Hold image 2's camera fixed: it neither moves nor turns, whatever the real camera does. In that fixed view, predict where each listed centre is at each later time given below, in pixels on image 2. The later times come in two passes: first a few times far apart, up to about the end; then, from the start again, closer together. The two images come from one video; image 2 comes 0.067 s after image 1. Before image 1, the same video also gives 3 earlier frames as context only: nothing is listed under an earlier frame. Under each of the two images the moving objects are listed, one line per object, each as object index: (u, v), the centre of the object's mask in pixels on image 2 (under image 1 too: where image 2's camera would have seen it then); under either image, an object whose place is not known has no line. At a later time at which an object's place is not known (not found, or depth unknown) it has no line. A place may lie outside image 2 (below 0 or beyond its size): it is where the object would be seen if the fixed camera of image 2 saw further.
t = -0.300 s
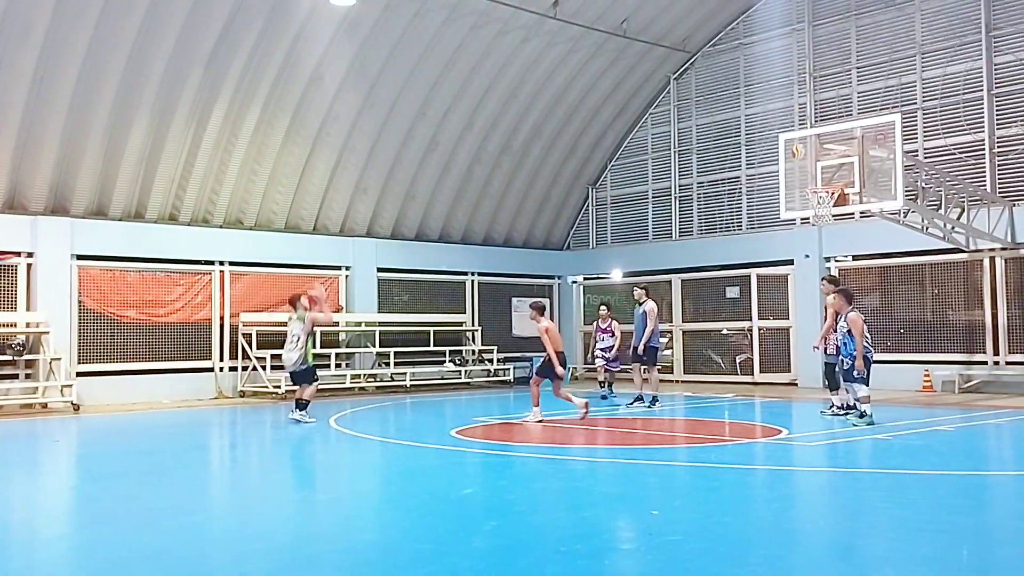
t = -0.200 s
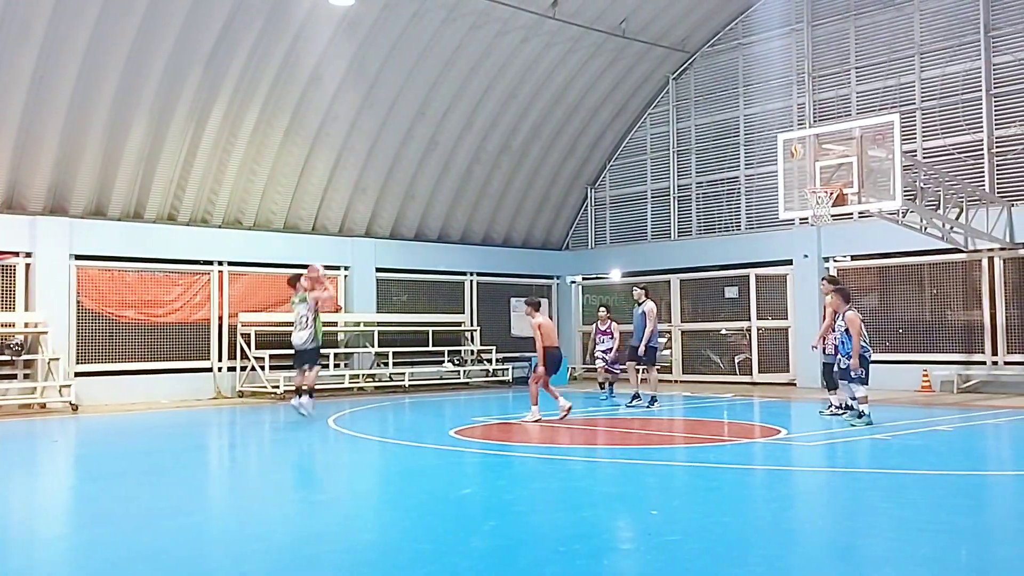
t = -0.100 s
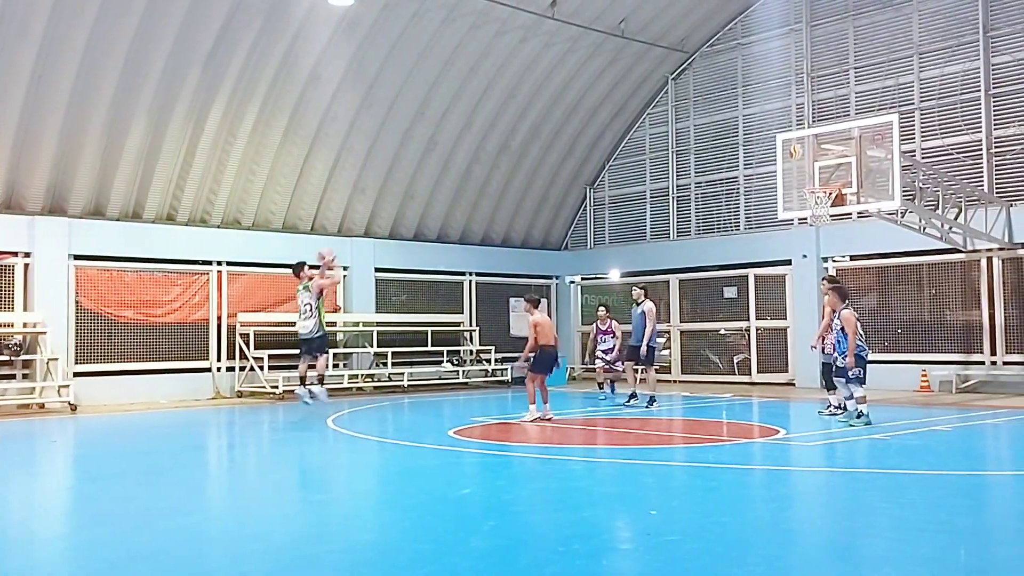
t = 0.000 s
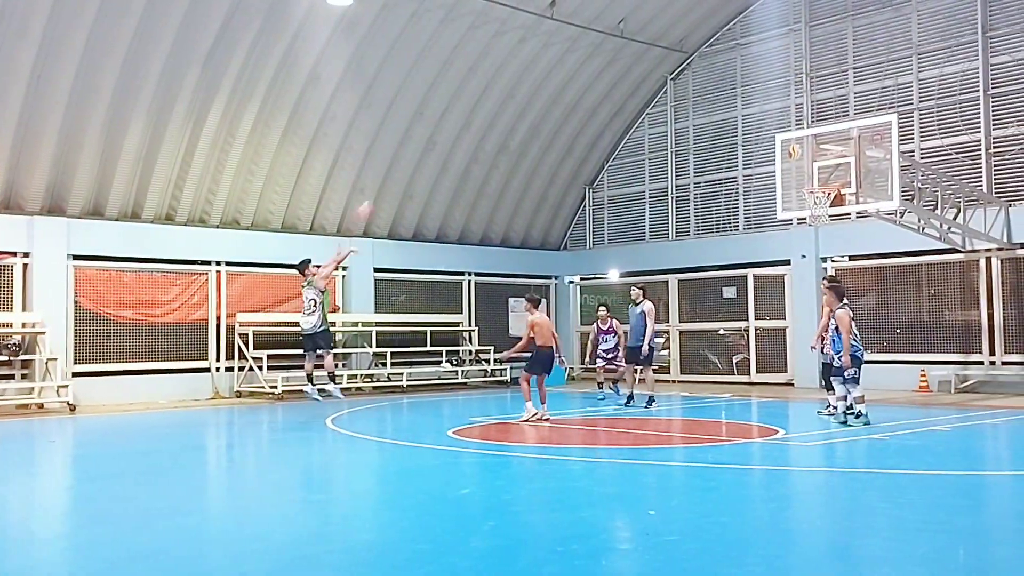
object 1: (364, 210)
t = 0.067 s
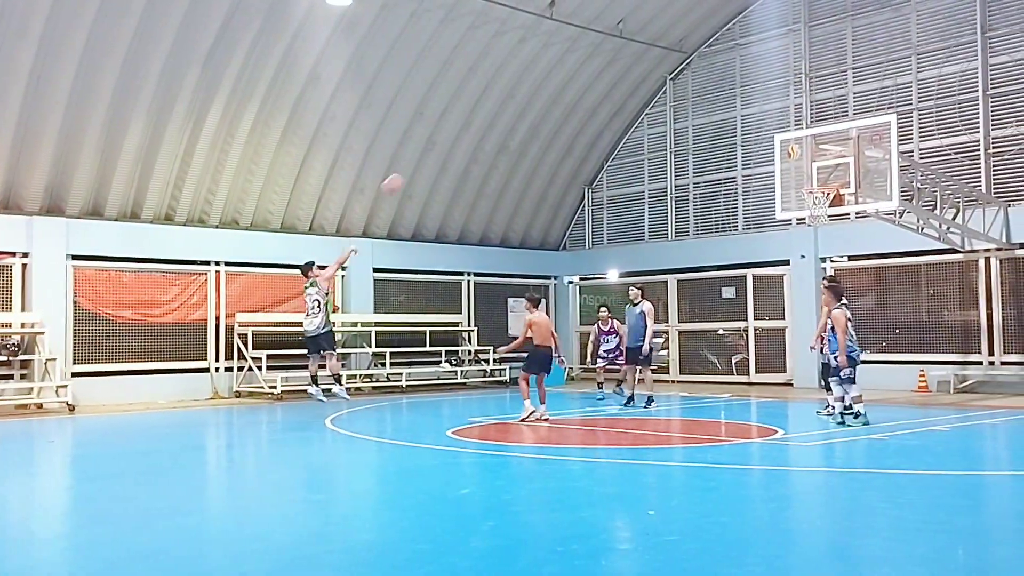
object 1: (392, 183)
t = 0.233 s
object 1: (463, 131)
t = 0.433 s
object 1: (545, 93)
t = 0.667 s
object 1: (636, 87)
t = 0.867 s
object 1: (713, 113)
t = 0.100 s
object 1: (406, 170)
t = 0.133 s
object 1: (420, 159)
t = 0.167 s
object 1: (435, 150)
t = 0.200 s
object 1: (448, 140)
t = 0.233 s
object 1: (463, 131)
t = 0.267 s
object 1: (477, 123)
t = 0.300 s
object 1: (490, 115)
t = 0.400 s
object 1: (530, 98)
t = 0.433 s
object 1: (545, 93)
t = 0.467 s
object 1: (558, 91)
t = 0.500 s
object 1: (571, 89)
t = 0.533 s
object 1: (584, 88)
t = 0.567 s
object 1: (597, 86)
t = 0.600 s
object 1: (611, 85)
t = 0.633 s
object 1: (623, 87)
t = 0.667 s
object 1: (636, 87)
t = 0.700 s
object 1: (649, 91)
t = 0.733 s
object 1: (663, 93)
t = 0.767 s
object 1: (675, 97)
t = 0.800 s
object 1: (688, 101)
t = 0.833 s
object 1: (700, 106)
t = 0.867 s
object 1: (713, 113)
